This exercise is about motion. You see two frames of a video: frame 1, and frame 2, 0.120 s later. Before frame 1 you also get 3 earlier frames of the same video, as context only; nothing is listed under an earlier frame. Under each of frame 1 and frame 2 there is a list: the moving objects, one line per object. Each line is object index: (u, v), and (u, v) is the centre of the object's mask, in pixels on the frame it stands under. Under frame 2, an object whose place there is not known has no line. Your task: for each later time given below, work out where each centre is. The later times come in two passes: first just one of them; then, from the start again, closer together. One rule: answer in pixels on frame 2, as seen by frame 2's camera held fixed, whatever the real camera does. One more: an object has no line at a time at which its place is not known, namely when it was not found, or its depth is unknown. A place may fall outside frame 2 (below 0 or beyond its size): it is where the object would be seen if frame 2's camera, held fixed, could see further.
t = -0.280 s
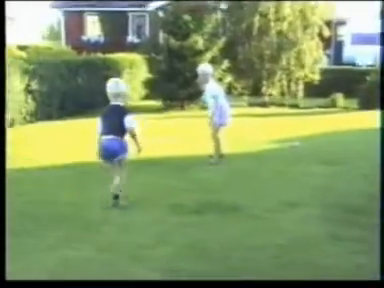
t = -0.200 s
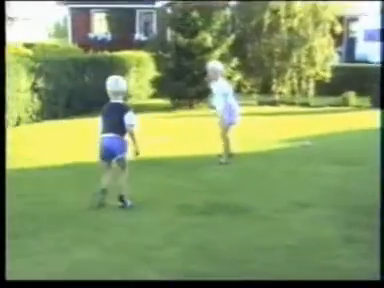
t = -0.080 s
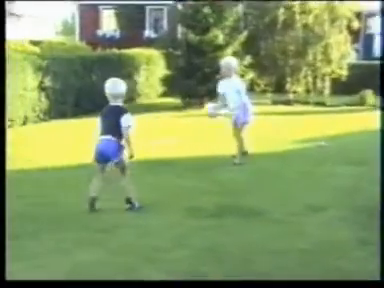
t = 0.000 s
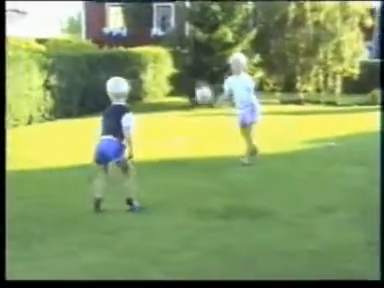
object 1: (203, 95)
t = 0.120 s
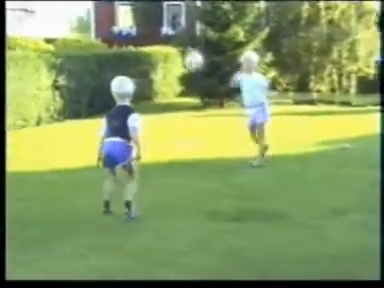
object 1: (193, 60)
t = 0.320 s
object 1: (148, 28)
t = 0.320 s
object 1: (148, 28)
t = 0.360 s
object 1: (138, 27)
